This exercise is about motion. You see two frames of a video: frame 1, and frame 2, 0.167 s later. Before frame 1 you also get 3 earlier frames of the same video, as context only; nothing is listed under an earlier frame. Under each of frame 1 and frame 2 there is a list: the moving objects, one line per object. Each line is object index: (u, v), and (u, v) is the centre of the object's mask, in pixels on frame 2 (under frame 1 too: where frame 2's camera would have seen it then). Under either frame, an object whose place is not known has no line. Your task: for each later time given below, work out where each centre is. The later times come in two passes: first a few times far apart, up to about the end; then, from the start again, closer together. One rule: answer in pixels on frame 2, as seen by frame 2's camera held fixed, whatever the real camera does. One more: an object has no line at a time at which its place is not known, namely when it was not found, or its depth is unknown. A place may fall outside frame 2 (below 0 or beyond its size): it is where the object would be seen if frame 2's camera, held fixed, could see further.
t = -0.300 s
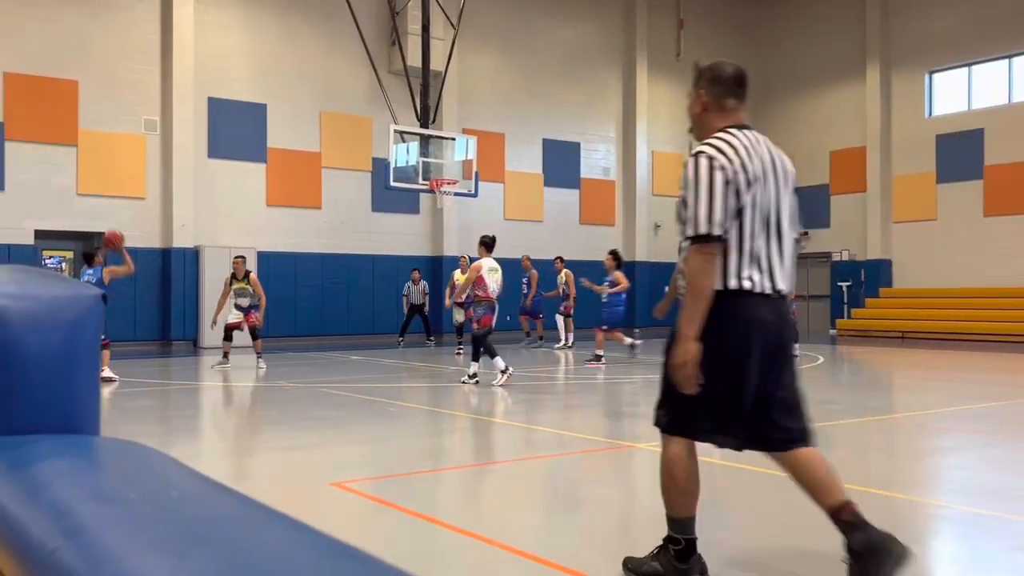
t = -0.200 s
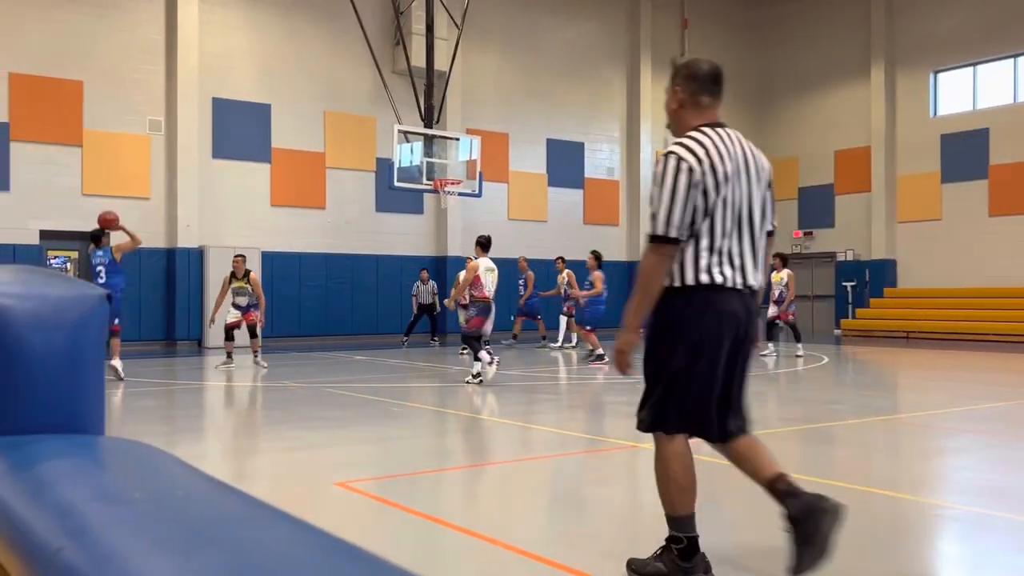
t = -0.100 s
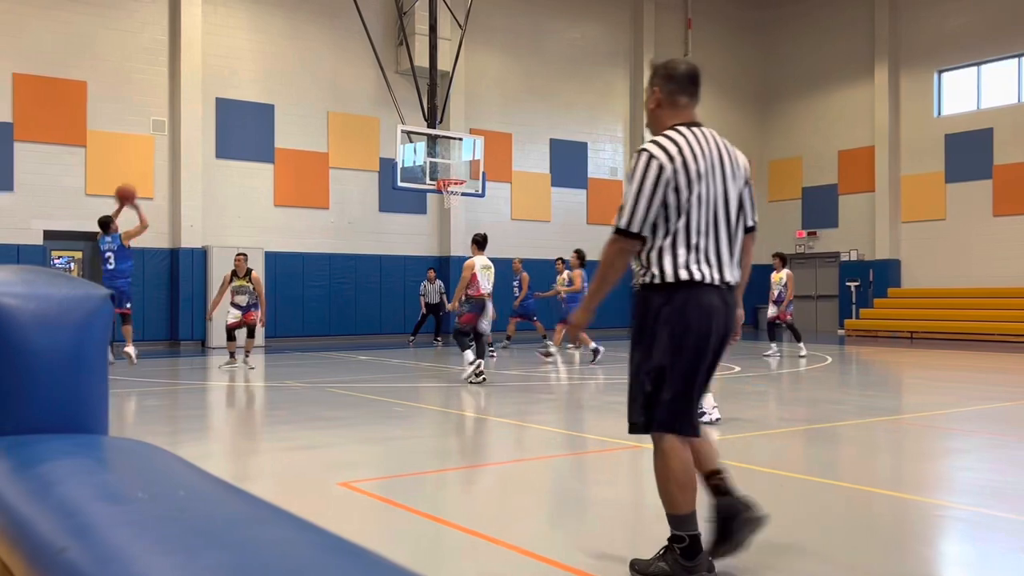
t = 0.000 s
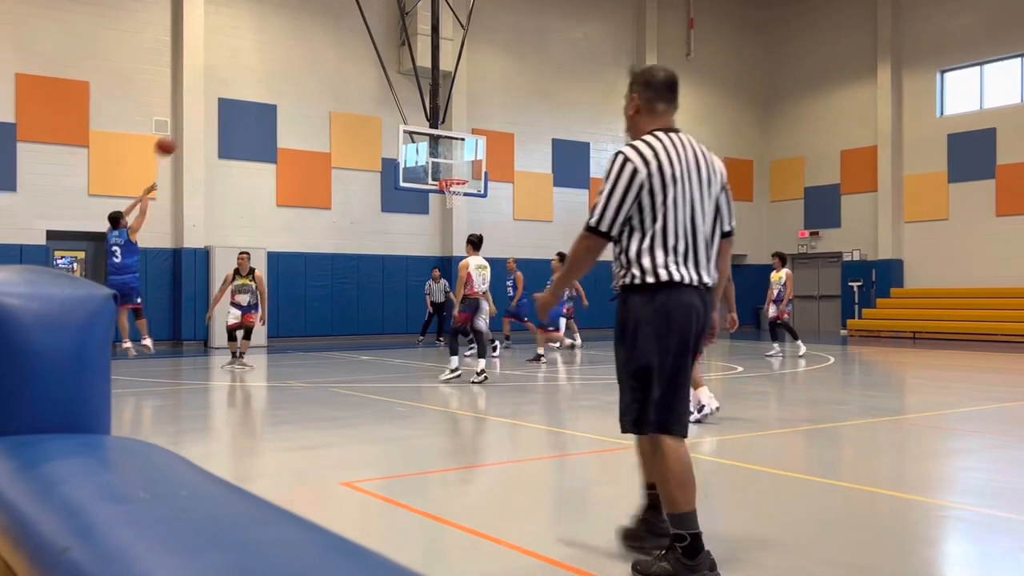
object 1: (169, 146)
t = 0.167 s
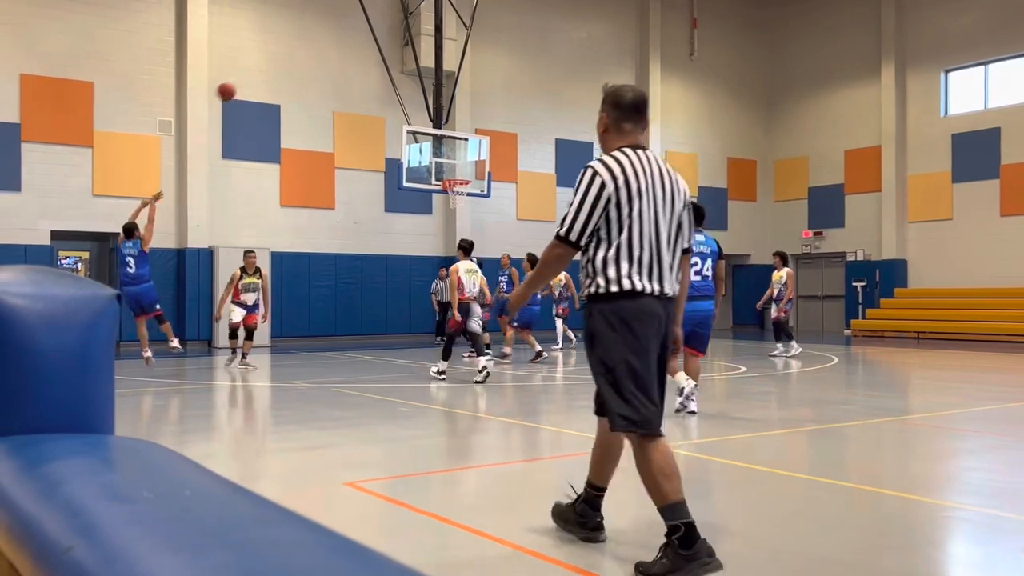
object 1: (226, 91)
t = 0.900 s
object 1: (409, 103)
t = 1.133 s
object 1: (449, 167)
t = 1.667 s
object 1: (514, 119)
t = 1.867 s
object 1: (540, 136)
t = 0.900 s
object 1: (409, 103)
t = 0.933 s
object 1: (414, 110)
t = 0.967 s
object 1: (421, 119)
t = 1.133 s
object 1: (449, 167)
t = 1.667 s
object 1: (514, 119)
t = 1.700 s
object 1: (519, 120)
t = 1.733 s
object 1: (523, 122)
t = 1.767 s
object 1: (527, 124)
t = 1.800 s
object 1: (531, 127)
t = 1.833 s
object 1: (536, 131)
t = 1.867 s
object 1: (540, 136)
